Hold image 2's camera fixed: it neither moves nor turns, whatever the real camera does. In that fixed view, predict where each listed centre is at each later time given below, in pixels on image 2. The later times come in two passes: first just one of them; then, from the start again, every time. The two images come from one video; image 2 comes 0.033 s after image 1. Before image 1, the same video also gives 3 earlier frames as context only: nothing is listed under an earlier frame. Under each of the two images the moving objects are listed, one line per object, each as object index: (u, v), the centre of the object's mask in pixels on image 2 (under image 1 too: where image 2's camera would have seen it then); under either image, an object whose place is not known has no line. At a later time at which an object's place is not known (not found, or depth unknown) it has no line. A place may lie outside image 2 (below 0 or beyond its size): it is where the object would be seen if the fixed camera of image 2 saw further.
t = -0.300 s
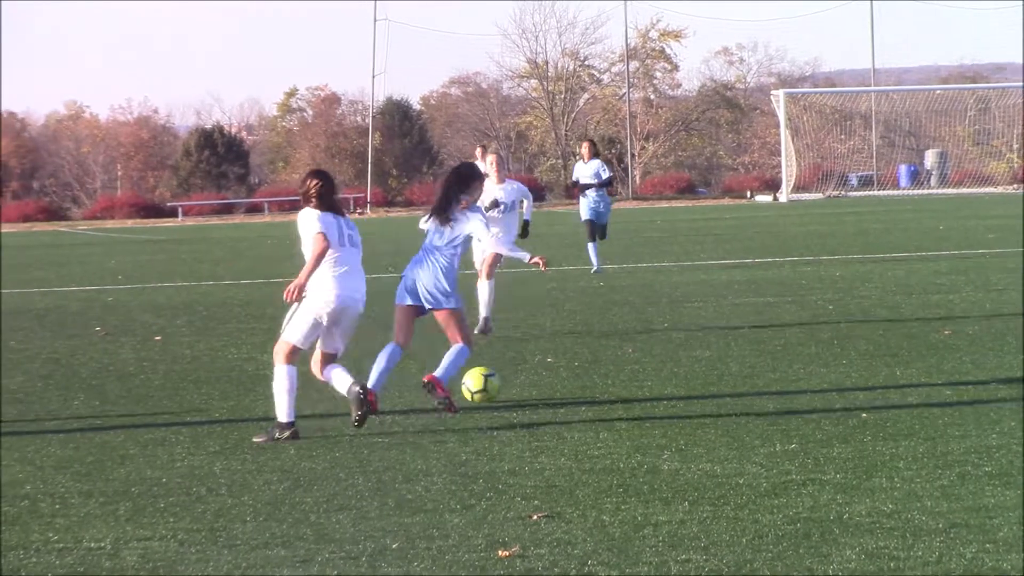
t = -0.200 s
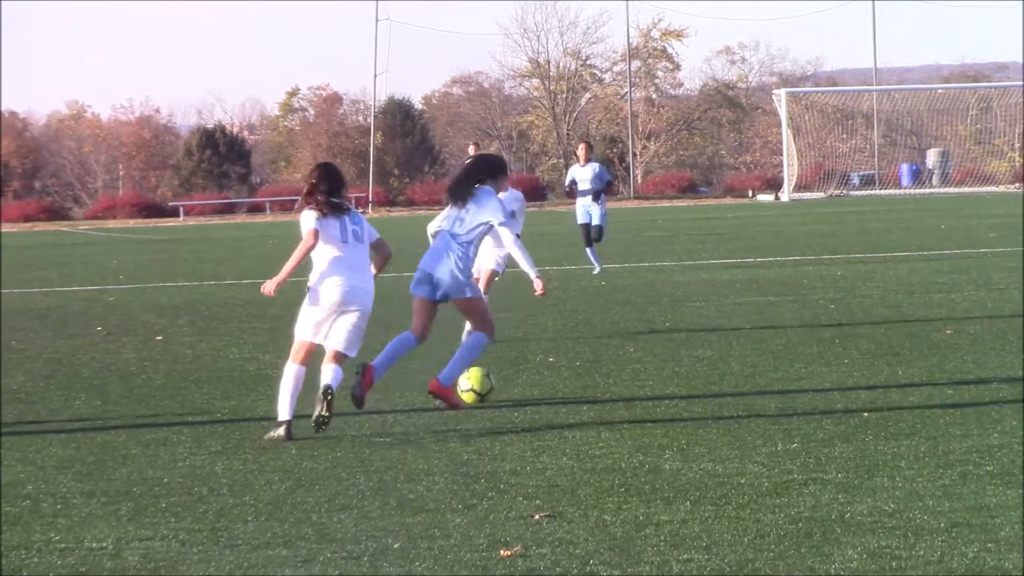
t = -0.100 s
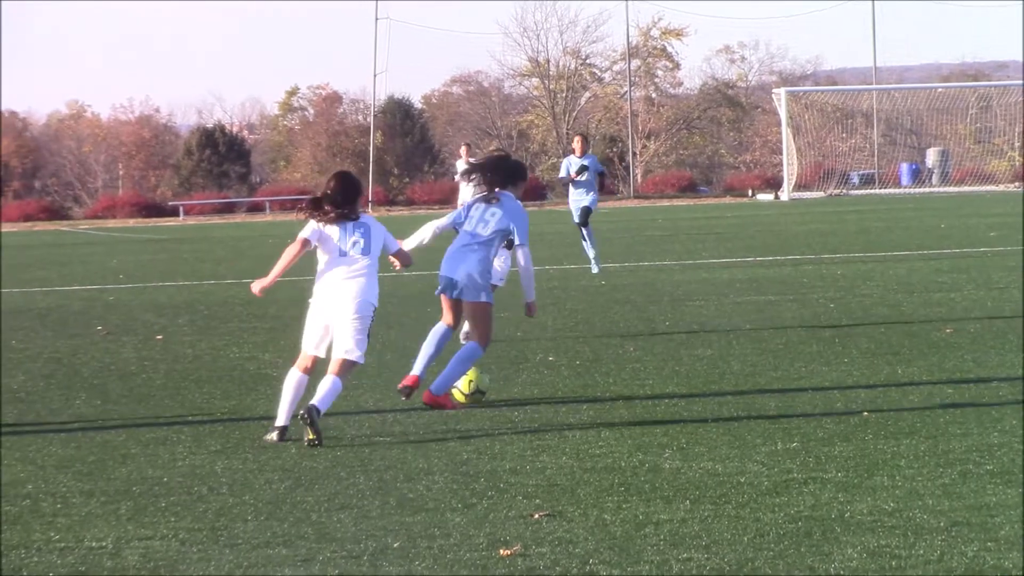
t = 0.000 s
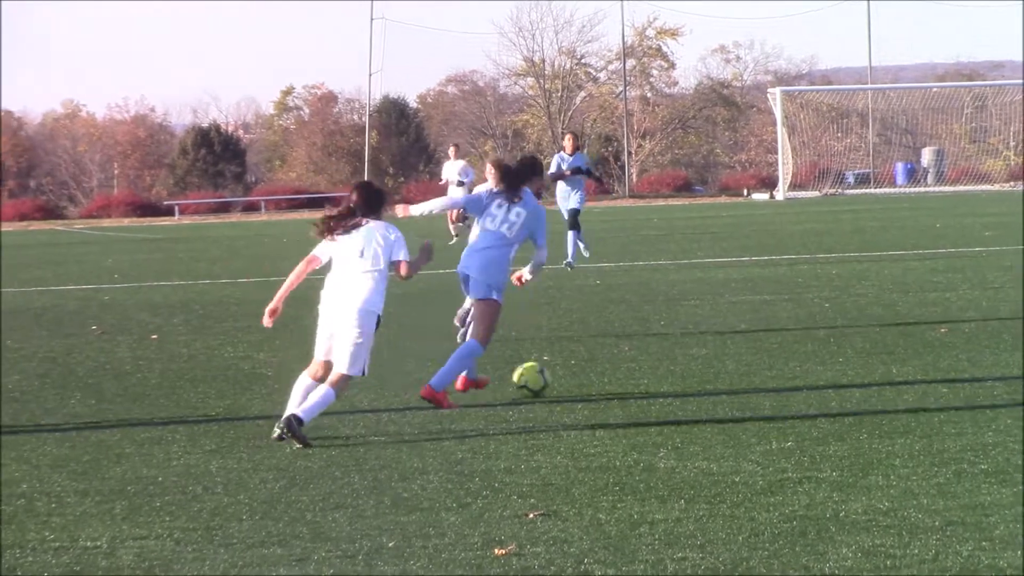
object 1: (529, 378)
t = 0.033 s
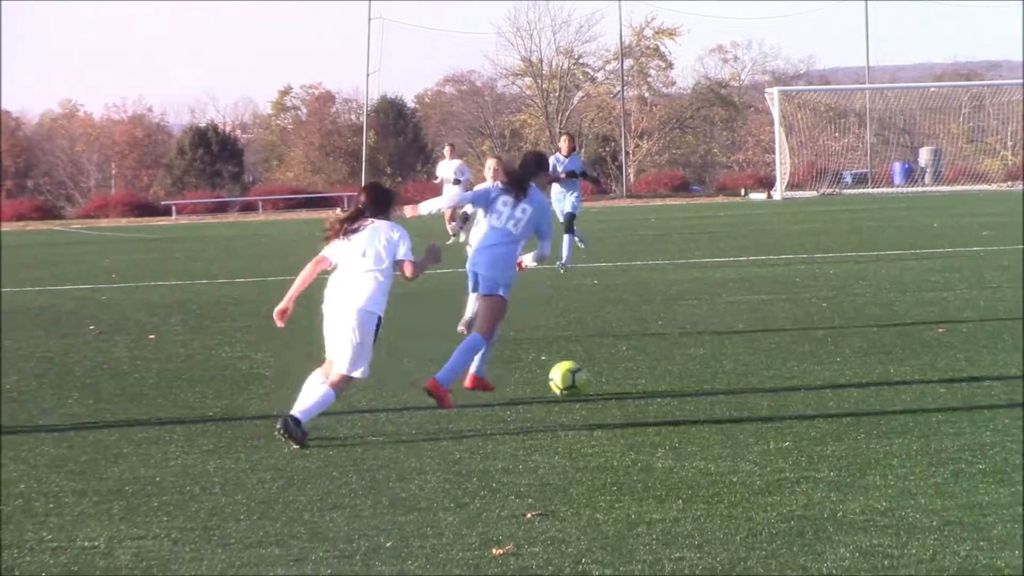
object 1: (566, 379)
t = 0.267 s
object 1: (803, 366)
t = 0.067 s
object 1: (605, 377)
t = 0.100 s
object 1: (639, 375)
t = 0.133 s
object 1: (673, 372)
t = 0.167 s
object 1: (708, 371)
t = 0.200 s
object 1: (741, 370)
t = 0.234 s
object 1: (774, 368)
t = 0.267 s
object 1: (803, 366)
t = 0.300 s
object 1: (833, 364)
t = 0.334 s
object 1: (861, 364)
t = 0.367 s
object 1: (890, 363)
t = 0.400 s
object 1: (919, 362)
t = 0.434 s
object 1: (945, 360)
